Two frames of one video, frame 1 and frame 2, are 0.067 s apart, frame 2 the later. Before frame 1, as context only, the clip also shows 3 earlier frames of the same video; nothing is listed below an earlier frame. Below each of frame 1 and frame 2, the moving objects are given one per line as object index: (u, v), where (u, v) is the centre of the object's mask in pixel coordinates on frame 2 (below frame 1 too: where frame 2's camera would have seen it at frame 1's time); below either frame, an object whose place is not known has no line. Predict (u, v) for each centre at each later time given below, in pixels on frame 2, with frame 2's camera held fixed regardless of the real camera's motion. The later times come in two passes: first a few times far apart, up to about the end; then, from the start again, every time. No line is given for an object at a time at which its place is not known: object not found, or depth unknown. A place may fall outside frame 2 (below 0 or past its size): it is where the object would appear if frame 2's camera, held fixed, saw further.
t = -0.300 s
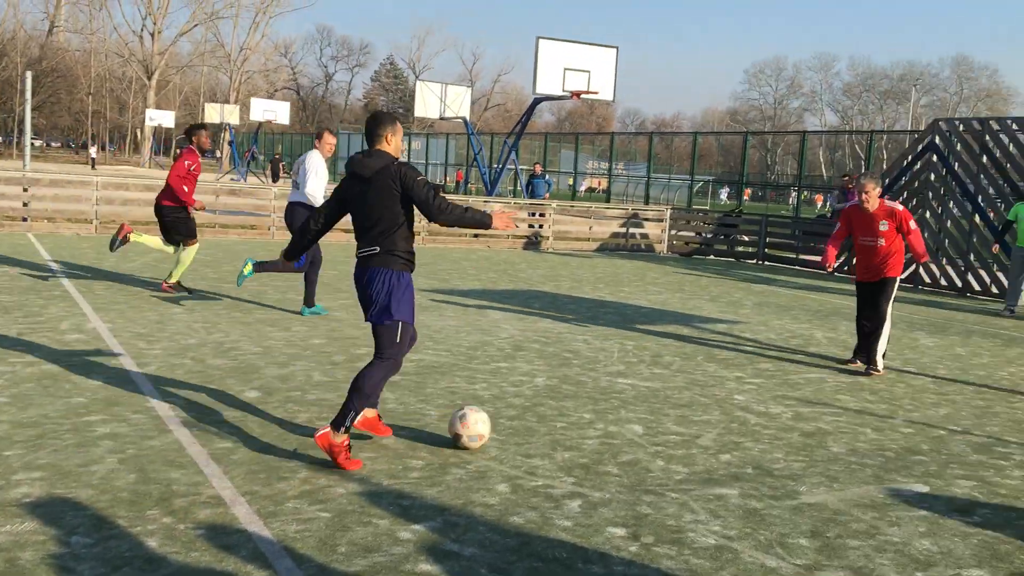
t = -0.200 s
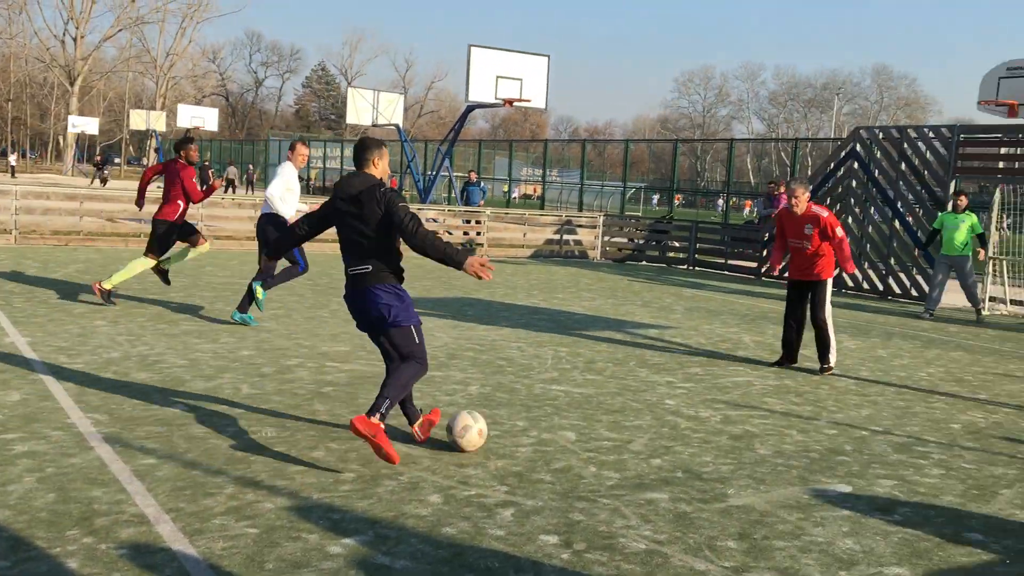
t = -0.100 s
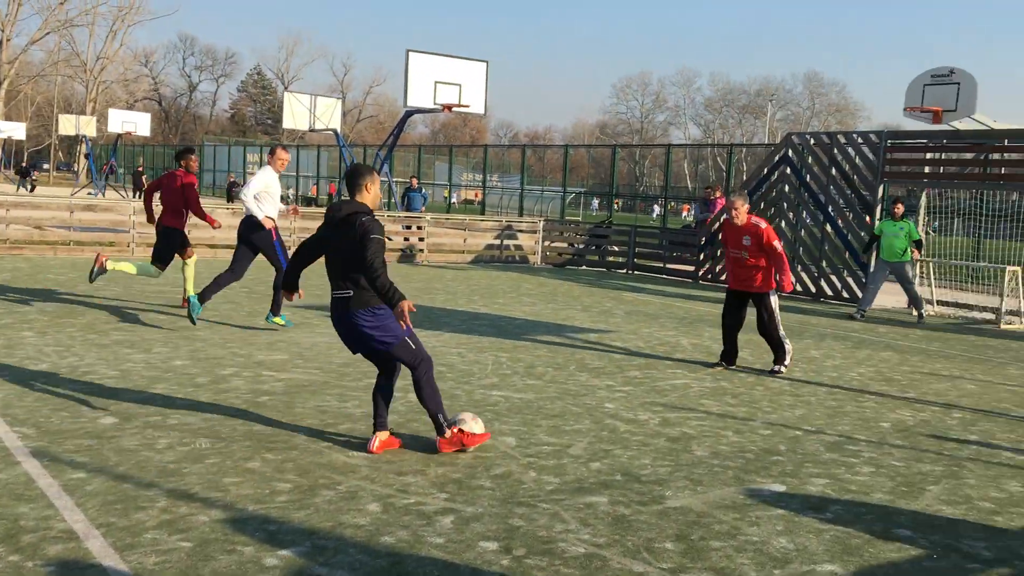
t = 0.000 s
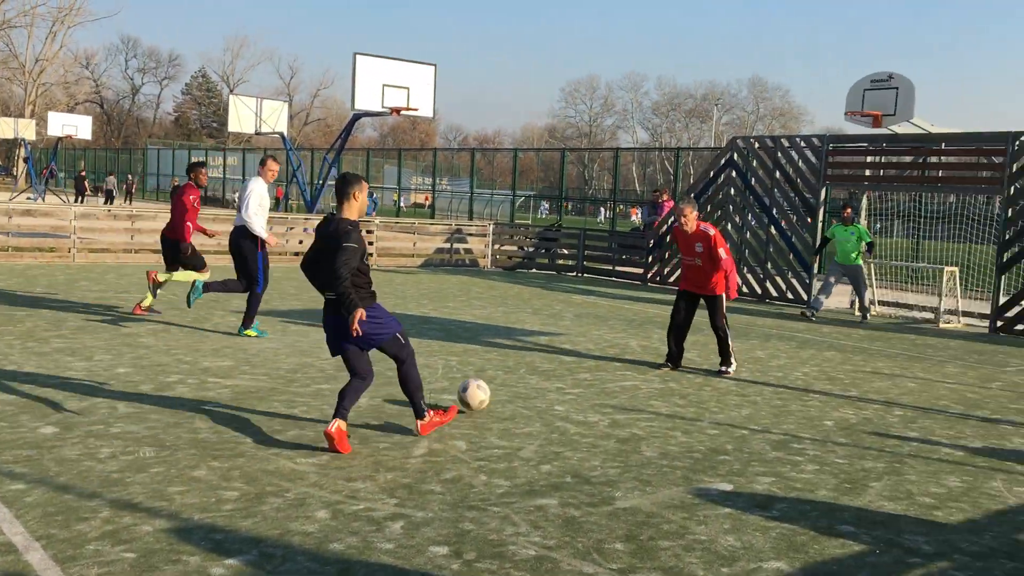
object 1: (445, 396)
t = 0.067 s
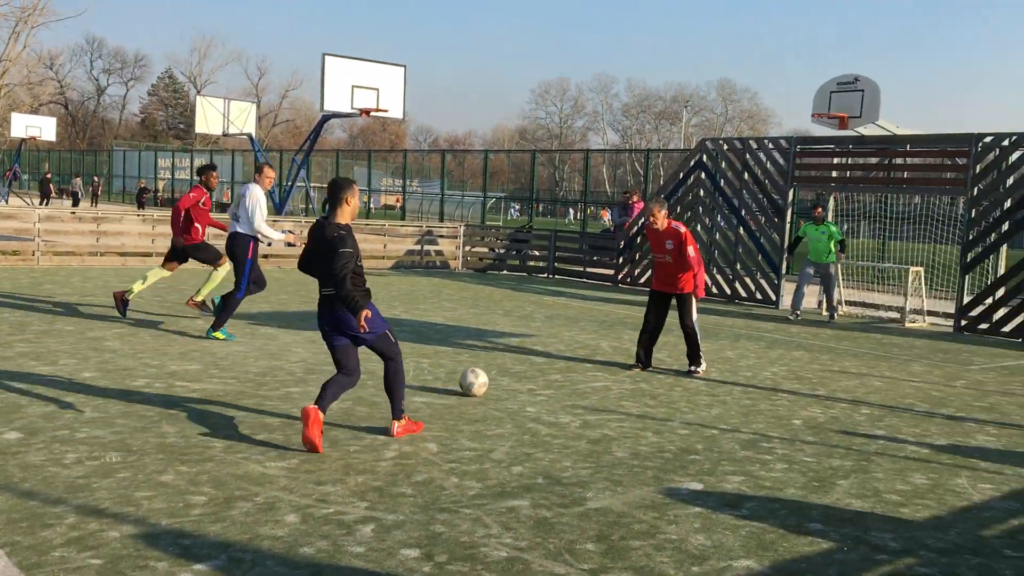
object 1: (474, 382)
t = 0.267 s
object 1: (528, 344)
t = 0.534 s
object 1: (567, 320)
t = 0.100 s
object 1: (485, 373)
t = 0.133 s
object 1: (496, 365)
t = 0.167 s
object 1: (505, 359)
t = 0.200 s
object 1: (513, 355)
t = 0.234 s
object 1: (521, 350)
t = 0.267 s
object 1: (528, 344)
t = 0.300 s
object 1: (534, 341)
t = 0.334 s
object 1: (540, 338)
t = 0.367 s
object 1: (545, 334)
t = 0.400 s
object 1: (551, 329)
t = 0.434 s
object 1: (555, 326)
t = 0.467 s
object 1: (559, 324)
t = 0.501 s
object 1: (563, 324)
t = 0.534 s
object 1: (567, 320)
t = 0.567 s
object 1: (571, 317)
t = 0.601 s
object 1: (574, 315)
